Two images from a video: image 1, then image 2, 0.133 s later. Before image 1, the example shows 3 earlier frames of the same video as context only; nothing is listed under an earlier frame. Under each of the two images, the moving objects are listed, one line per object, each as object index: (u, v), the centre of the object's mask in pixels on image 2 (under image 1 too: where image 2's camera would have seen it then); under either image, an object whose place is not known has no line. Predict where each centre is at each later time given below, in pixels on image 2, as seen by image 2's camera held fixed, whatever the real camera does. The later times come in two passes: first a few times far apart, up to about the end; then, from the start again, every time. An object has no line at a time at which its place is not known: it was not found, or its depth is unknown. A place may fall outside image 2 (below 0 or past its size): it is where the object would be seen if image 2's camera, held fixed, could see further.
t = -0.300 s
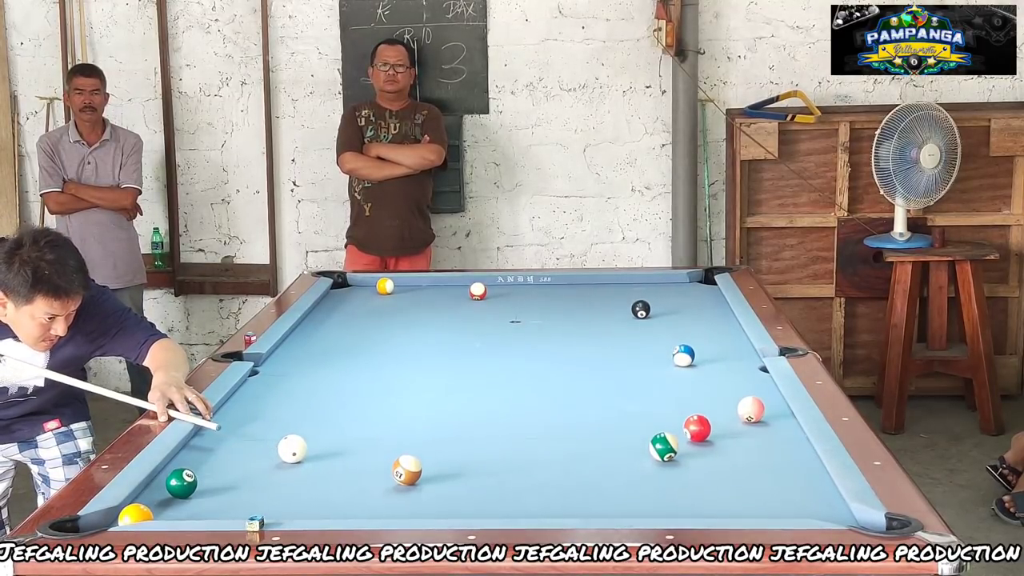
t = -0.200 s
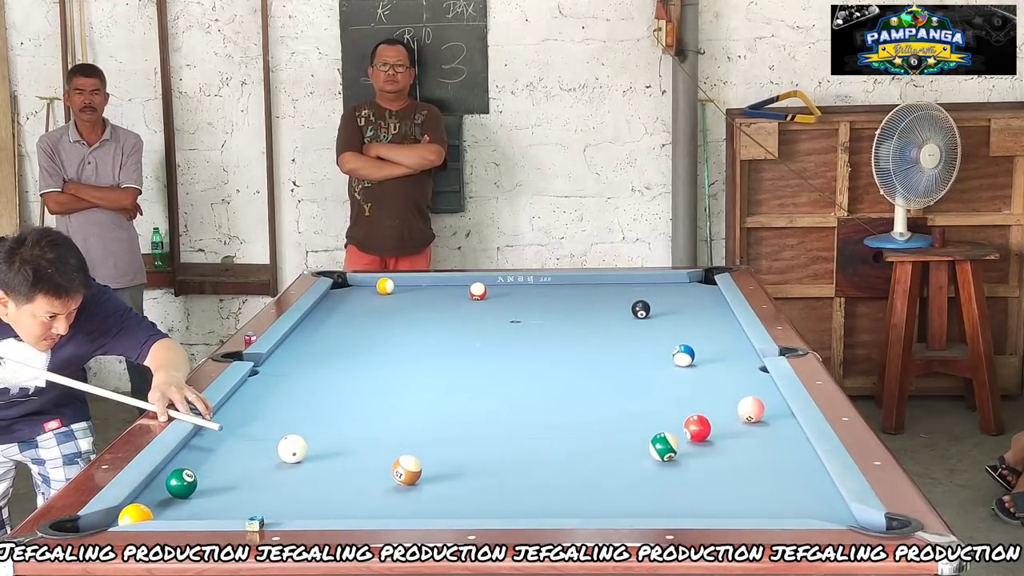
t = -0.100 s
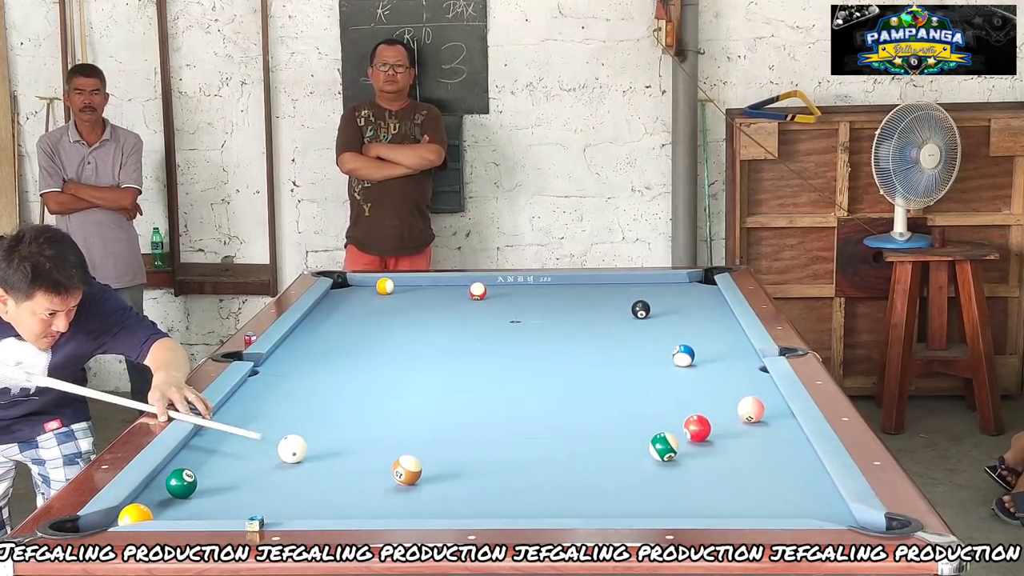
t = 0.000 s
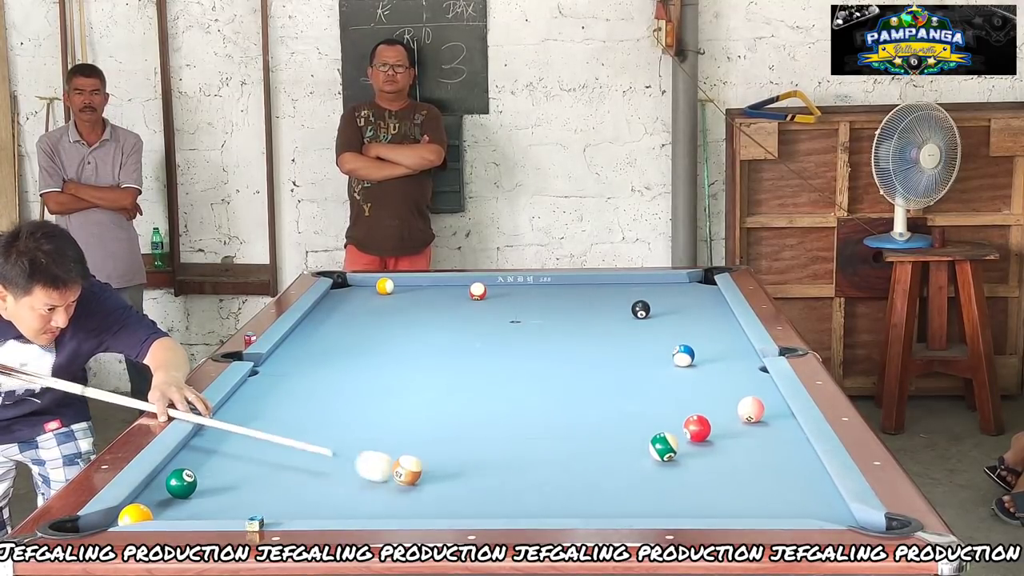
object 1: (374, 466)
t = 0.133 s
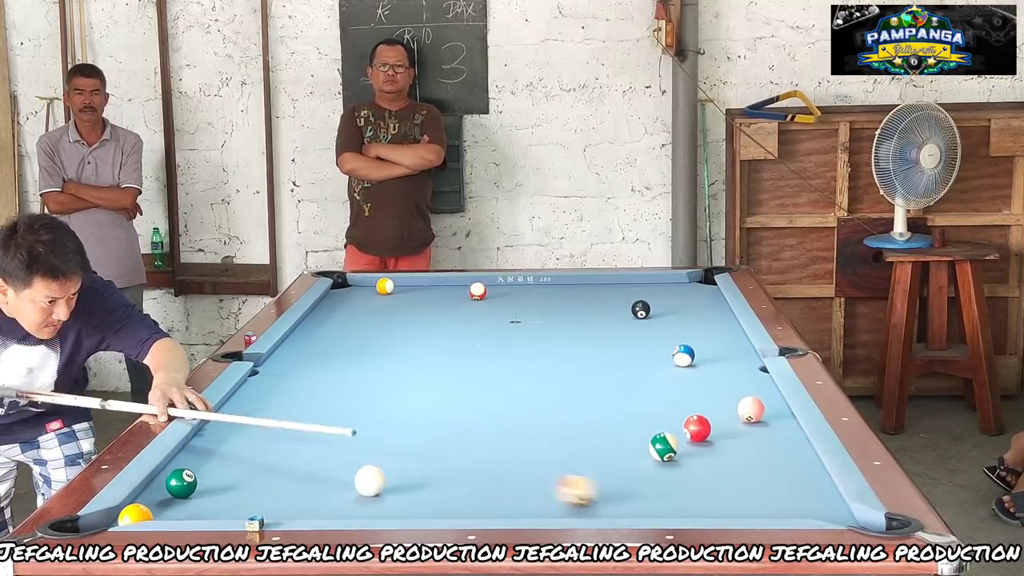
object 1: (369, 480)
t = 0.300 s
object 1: (383, 501)
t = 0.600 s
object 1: (414, 506)
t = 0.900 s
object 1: (432, 489)
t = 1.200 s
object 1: (447, 472)
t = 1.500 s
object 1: (460, 458)
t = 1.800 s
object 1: (472, 446)
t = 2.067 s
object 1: (481, 437)
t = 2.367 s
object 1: (489, 428)
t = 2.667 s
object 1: (496, 420)
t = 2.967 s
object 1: (503, 414)
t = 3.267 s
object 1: (508, 409)
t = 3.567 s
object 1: (511, 405)
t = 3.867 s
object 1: (513, 403)
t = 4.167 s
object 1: (515, 401)
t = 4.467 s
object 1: (515, 400)
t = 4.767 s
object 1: (515, 400)
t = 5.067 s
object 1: (515, 400)
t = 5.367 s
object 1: (515, 400)
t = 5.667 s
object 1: (515, 400)
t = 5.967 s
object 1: (515, 400)
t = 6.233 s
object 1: (515, 400)
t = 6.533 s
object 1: (515, 400)
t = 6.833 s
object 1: (515, 400)
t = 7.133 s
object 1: (515, 400)
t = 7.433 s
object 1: (515, 400)
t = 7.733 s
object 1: (515, 400)
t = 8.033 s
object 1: (515, 400)
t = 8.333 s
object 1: (515, 400)
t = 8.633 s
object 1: (515, 400)
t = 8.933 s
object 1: (515, 400)
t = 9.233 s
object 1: (515, 400)
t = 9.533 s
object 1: (515, 400)
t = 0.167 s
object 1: (370, 484)
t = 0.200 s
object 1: (372, 488)
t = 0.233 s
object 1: (375, 493)
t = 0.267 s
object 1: (379, 497)
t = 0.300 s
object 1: (383, 501)
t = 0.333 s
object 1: (388, 504)
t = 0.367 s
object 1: (393, 508)
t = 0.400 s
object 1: (397, 510)
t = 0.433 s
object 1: (402, 512)
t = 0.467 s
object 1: (405, 511)
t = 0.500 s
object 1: (407, 510)
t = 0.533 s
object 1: (409, 509)
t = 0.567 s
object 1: (412, 507)
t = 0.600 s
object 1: (414, 506)
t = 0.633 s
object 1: (416, 504)
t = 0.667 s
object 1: (418, 503)
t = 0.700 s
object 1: (420, 501)
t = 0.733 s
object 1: (422, 499)
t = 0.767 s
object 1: (424, 497)
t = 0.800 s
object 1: (426, 495)
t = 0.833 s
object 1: (428, 493)
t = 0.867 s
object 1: (430, 491)
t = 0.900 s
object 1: (432, 489)
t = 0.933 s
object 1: (433, 487)
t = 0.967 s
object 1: (435, 485)
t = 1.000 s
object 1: (437, 483)
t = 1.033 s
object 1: (439, 481)
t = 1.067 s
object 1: (440, 479)
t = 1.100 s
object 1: (442, 477)
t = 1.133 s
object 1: (444, 475)
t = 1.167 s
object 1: (445, 474)
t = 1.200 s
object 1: (447, 472)
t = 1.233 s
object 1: (448, 471)
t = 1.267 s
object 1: (450, 469)
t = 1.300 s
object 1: (452, 467)
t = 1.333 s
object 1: (453, 466)
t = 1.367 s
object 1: (454, 464)
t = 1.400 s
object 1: (456, 463)
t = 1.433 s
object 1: (457, 461)
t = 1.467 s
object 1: (459, 460)
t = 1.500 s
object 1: (460, 458)
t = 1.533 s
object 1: (461, 457)
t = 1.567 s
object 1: (463, 455)
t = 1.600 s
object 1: (464, 454)
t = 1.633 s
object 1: (465, 453)
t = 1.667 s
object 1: (467, 451)
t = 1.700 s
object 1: (468, 450)
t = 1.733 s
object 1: (469, 449)
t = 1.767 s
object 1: (470, 447)
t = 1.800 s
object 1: (472, 446)
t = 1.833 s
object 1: (473, 445)
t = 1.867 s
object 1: (474, 443)
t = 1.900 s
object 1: (475, 442)
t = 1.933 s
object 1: (476, 441)
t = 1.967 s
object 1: (477, 440)
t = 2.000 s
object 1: (478, 439)
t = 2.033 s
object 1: (480, 438)
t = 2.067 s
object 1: (481, 437)
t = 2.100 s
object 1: (481, 436)
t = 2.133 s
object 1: (482, 435)
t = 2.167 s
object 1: (483, 434)
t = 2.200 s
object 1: (484, 433)
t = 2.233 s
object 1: (485, 431)
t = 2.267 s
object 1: (486, 431)
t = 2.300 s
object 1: (487, 430)
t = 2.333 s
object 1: (488, 429)
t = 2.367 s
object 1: (489, 428)
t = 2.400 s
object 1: (490, 427)
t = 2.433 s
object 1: (490, 426)
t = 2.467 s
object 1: (491, 425)
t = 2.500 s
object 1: (492, 424)
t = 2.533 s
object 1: (493, 423)
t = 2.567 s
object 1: (494, 423)
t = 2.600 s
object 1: (495, 422)
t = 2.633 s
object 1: (496, 421)
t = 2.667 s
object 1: (496, 420)
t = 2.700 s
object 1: (497, 419)
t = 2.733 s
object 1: (498, 419)
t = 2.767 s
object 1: (499, 418)
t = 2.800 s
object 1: (500, 417)
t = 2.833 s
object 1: (500, 417)
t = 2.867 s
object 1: (501, 416)
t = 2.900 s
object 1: (501, 415)
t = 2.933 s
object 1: (502, 415)
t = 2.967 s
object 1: (503, 414)
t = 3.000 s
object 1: (503, 413)
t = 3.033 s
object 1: (504, 413)
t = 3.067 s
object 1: (504, 412)
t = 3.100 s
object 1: (505, 412)
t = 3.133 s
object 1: (506, 411)
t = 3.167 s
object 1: (506, 411)
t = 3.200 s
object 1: (507, 410)
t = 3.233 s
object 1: (507, 410)
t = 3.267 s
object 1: (508, 409)
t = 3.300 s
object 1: (508, 409)
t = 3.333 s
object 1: (509, 408)
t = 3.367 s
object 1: (509, 408)
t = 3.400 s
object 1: (510, 407)
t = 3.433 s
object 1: (510, 407)
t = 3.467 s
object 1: (510, 407)
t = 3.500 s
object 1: (511, 406)
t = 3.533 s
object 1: (511, 406)
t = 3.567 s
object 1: (511, 405)
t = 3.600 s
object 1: (512, 405)
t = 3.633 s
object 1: (512, 405)
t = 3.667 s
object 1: (512, 404)
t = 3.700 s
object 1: (512, 404)
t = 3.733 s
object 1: (512, 404)
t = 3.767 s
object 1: (513, 404)
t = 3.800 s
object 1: (513, 403)
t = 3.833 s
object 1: (513, 403)
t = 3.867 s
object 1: (513, 403)
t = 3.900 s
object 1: (513, 403)
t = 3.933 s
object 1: (513, 402)
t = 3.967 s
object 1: (514, 402)
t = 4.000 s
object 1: (514, 402)
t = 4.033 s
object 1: (514, 402)
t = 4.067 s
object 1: (514, 402)
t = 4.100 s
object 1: (514, 401)
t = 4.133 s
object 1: (515, 401)
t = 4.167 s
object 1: (515, 401)
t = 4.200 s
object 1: (515, 401)
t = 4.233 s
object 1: (515, 401)
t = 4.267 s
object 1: (515, 401)
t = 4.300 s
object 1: (515, 401)
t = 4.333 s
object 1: (515, 400)
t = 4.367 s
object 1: (515, 400)
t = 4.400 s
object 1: (515, 400)
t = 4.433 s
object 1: (515, 400)
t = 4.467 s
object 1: (515, 400)
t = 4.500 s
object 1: (515, 400)
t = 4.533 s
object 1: (515, 400)
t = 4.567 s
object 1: (515, 400)
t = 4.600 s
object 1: (515, 400)
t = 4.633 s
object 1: (515, 400)
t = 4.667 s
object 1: (515, 400)
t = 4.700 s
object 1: (515, 400)
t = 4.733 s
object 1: (515, 400)
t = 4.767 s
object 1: (515, 400)
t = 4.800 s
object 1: (515, 400)
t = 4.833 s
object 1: (515, 400)
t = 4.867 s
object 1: (515, 400)
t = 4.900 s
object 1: (515, 400)
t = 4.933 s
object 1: (515, 400)
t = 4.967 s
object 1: (515, 400)
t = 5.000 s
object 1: (515, 400)
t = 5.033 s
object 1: (515, 400)
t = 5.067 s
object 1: (515, 400)
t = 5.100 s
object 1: (515, 400)
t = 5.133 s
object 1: (515, 400)
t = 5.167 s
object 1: (515, 400)
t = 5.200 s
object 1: (515, 400)
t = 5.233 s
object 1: (515, 400)
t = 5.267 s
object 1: (515, 400)
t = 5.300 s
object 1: (515, 400)
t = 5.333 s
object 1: (515, 400)
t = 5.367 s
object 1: (515, 400)
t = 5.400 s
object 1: (515, 400)
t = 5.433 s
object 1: (515, 400)
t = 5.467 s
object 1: (515, 400)
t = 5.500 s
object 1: (515, 400)
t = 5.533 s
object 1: (515, 400)
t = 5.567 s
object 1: (515, 400)
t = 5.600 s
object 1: (515, 400)
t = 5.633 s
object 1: (515, 400)
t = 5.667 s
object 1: (515, 400)
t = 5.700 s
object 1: (515, 400)
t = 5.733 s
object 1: (515, 400)
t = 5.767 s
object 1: (515, 400)
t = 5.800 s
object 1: (515, 400)
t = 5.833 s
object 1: (515, 400)
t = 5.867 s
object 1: (515, 400)
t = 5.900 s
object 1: (515, 400)
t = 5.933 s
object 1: (515, 400)
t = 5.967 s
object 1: (515, 400)
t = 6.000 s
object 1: (515, 400)
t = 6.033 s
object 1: (515, 400)
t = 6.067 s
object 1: (515, 400)
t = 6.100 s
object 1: (515, 400)
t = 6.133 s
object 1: (515, 400)
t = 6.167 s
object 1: (515, 400)
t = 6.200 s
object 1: (515, 400)
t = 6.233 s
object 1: (515, 400)
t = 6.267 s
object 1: (515, 400)
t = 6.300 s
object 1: (515, 400)
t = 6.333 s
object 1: (515, 400)
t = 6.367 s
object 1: (515, 400)
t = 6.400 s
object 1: (515, 400)
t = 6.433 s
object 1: (515, 400)
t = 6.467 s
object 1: (515, 400)
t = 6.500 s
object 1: (515, 400)
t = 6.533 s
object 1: (515, 400)
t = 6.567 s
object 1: (515, 400)
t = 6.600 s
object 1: (515, 400)
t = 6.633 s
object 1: (515, 400)
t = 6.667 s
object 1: (515, 400)
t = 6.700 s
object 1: (515, 400)
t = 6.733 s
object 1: (515, 400)
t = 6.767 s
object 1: (515, 400)
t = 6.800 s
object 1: (515, 400)
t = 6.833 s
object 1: (515, 400)
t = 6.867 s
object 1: (515, 400)
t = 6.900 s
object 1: (515, 400)
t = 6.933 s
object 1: (515, 400)
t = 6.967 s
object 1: (515, 400)
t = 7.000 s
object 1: (515, 400)
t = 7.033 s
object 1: (515, 400)
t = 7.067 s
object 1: (515, 400)
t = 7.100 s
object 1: (515, 400)
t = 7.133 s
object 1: (515, 400)
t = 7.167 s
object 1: (515, 400)
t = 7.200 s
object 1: (515, 400)
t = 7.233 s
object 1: (515, 400)
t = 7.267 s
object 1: (515, 400)
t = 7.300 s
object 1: (515, 400)
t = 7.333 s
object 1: (515, 400)
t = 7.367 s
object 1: (515, 400)
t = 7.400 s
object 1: (515, 400)
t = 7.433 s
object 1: (515, 400)
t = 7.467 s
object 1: (515, 400)
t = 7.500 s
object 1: (515, 400)
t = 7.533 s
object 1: (515, 400)
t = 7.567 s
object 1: (515, 400)
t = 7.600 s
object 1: (515, 400)
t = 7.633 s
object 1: (515, 400)
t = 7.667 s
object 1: (515, 400)
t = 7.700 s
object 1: (515, 400)
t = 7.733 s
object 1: (515, 400)
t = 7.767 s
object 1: (515, 400)
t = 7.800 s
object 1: (515, 400)
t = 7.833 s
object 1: (515, 400)
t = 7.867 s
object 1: (515, 400)
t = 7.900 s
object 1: (515, 400)
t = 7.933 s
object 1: (515, 400)
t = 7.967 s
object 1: (515, 400)
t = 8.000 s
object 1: (515, 400)
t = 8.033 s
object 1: (515, 400)
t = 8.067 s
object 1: (515, 400)
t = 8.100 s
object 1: (515, 400)
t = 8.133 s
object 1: (515, 400)
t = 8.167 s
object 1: (515, 400)
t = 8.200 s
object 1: (515, 400)
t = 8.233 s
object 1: (515, 400)
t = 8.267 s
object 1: (515, 400)
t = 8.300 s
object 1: (515, 400)
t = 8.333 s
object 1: (515, 400)
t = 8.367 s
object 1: (515, 400)
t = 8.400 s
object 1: (515, 400)
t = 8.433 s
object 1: (515, 400)
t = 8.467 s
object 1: (515, 400)
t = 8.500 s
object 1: (515, 400)
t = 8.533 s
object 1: (515, 400)
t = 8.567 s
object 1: (515, 400)
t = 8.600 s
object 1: (515, 400)
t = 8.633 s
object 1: (515, 400)
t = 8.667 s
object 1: (515, 400)
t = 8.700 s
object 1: (515, 400)
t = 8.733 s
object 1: (515, 400)
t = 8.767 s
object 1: (515, 400)
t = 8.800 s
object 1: (515, 400)
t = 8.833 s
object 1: (515, 400)
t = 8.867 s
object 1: (515, 400)
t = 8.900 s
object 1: (515, 400)
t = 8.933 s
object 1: (515, 400)
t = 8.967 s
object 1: (515, 400)
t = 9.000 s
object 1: (515, 400)
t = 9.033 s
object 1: (515, 400)
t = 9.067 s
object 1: (515, 400)
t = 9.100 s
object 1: (515, 400)
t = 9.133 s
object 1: (515, 400)
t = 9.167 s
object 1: (515, 400)
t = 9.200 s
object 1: (515, 400)
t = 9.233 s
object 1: (515, 400)
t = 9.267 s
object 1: (515, 400)
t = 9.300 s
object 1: (515, 400)
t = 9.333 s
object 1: (515, 400)
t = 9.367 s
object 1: (515, 400)
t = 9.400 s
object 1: (515, 400)
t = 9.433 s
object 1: (515, 400)
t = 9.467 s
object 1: (515, 400)
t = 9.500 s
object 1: (515, 400)
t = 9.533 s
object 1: (515, 400)
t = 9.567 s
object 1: (515, 400)
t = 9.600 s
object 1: (515, 400)
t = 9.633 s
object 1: (515, 400)
